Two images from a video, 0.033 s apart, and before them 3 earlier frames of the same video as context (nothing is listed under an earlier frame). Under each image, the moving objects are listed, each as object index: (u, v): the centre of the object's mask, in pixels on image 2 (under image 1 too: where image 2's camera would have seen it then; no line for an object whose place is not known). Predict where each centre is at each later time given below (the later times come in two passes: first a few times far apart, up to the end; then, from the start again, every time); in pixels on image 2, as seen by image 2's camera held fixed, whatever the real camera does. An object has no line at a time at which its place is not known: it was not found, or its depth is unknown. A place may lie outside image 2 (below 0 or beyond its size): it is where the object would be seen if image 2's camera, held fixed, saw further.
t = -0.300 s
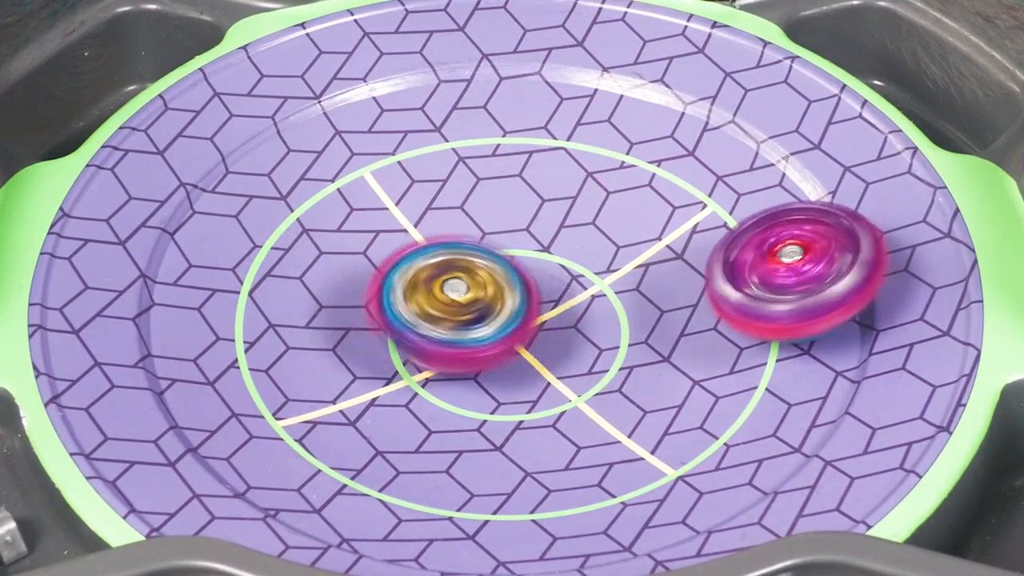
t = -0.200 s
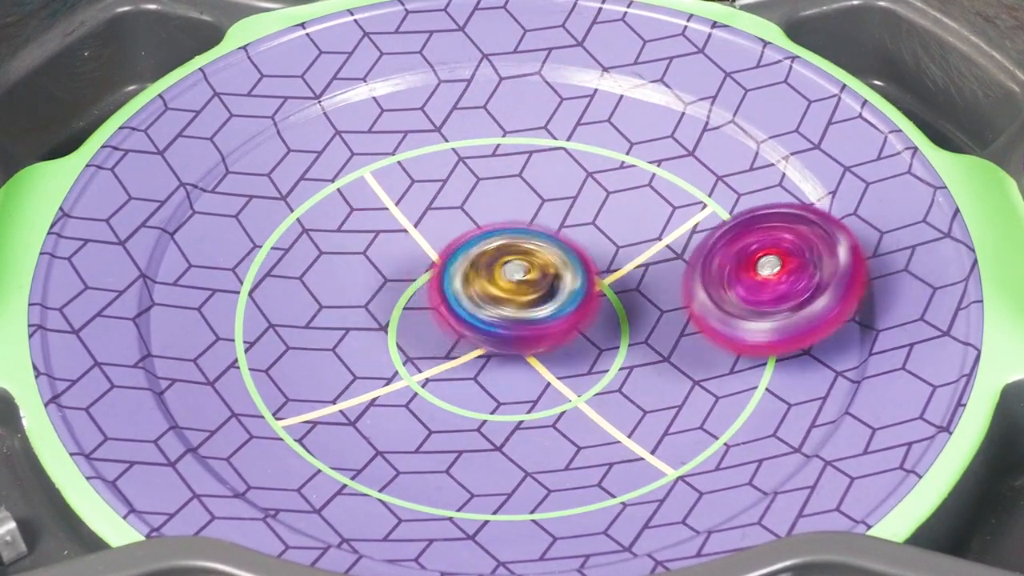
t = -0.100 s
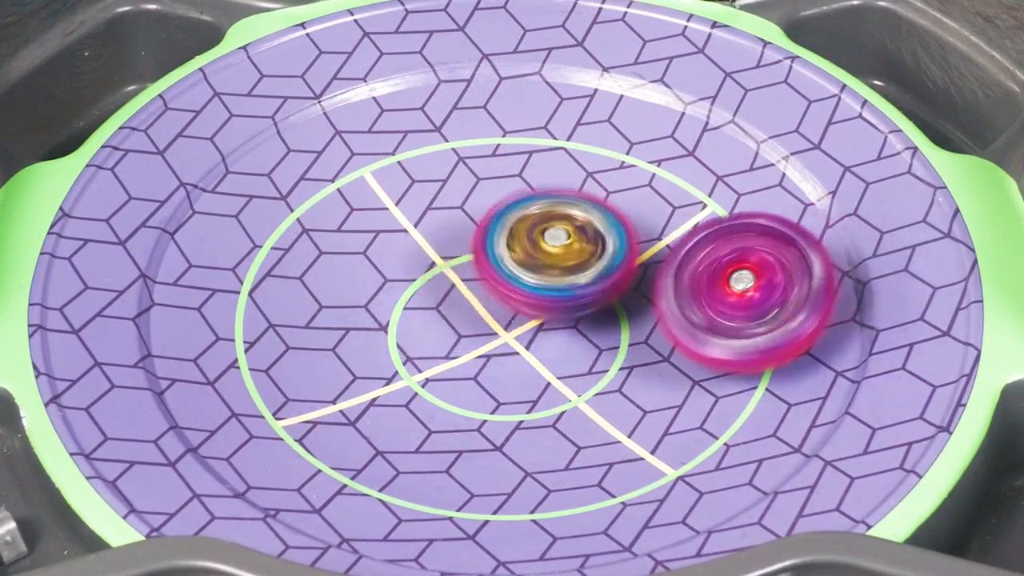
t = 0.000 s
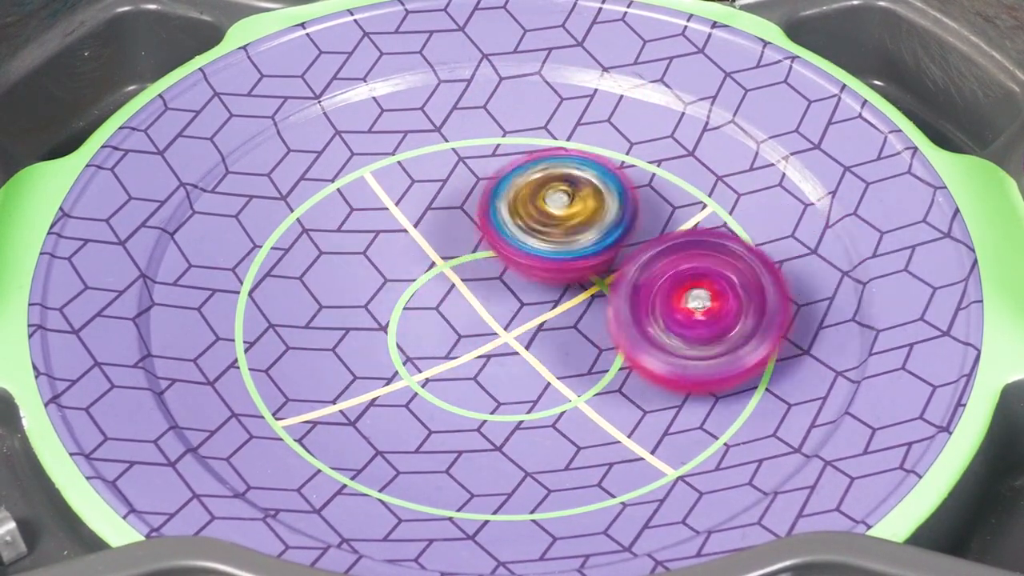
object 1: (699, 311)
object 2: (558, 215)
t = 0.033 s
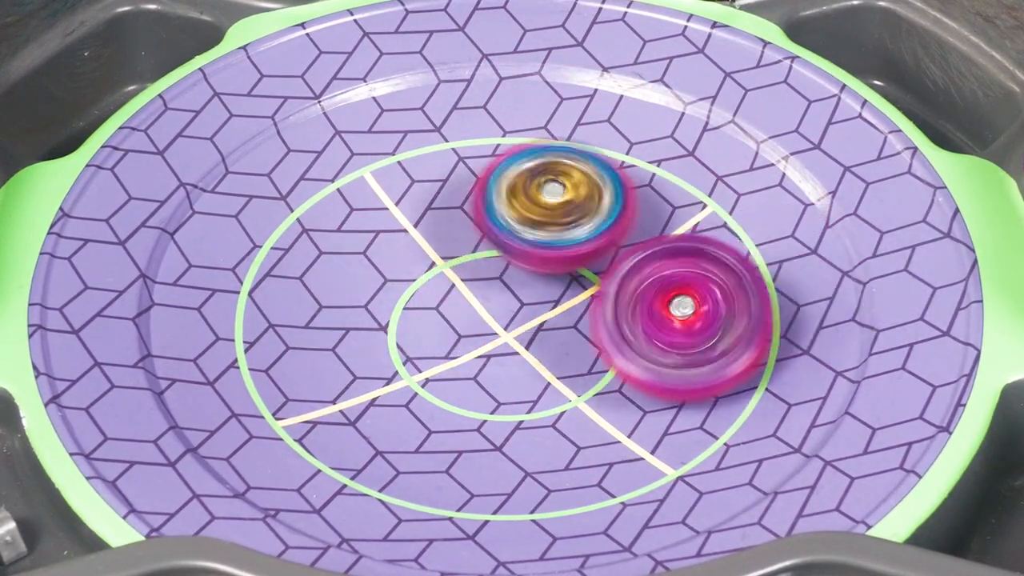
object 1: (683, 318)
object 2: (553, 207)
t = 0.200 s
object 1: (611, 344)
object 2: (494, 202)
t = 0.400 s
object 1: (555, 393)
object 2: (471, 261)
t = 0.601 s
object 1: (539, 446)
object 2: (478, 251)
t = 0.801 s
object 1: (532, 419)
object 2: (500, 252)
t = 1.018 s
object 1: (555, 387)
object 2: (534, 251)
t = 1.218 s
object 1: (534, 431)
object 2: (519, 153)
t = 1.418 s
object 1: (468, 404)
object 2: (464, 174)
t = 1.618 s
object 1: (404, 375)
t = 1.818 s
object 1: (346, 382)
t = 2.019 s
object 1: (369, 366)
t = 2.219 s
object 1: (414, 354)
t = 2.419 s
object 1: (381, 356)
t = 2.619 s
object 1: (375, 340)
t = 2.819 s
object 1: (367, 327)
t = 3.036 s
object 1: (350, 366)
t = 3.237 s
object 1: (377, 356)
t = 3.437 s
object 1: (400, 327)
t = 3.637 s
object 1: (407, 237)
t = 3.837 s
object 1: (423, 173)
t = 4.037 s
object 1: (475, 158)
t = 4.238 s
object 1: (527, 168)
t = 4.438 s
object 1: (567, 219)
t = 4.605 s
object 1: (571, 278)
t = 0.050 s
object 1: (676, 320)
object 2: (549, 202)
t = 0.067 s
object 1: (668, 323)
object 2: (544, 199)
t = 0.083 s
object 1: (661, 326)
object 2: (537, 196)
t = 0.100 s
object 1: (654, 328)
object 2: (532, 194)
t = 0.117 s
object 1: (646, 331)
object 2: (526, 194)
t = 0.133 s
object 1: (639, 333)
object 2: (520, 194)
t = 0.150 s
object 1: (631, 336)
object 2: (513, 194)
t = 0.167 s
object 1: (624, 339)
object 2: (505, 196)
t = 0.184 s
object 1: (618, 341)
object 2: (499, 198)
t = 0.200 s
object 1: (611, 344)
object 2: (494, 202)
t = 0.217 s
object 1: (604, 347)
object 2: (489, 206)
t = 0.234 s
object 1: (598, 349)
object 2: (485, 210)
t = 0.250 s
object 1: (592, 352)
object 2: (480, 216)
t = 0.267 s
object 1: (586, 354)
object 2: (476, 221)
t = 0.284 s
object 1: (580, 357)
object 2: (473, 228)
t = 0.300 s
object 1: (575, 360)
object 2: (471, 234)
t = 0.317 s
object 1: (569, 362)
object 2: (470, 240)
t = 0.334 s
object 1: (564, 366)
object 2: (469, 247)
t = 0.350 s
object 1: (559, 368)
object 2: (468, 253)
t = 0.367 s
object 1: (553, 370)
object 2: (470, 258)
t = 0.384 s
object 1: (553, 382)
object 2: (470, 261)
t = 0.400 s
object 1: (555, 393)
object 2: (471, 261)
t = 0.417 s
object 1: (555, 407)
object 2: (471, 260)
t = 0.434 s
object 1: (555, 416)
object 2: (471, 258)
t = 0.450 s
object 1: (553, 422)
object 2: (473, 257)
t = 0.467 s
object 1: (553, 429)
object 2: (473, 256)
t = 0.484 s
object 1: (552, 434)
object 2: (473, 255)
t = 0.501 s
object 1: (549, 439)
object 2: (473, 254)
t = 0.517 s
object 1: (548, 442)
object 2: (474, 254)
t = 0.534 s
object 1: (547, 444)
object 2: (474, 252)
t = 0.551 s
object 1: (544, 446)
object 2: (476, 252)
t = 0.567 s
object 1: (543, 446)
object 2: (477, 252)
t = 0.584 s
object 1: (540, 446)
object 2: (477, 252)
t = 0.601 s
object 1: (539, 446)
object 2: (478, 251)
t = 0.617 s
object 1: (538, 445)
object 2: (480, 251)
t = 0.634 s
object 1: (535, 444)
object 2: (480, 250)
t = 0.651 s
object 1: (536, 444)
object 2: (482, 250)
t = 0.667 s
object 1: (533, 441)
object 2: (483, 250)
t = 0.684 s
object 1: (532, 440)
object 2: (485, 251)
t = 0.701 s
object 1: (532, 437)
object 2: (486, 250)
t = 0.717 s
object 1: (531, 434)
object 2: (488, 251)
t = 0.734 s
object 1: (530, 432)
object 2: (490, 250)
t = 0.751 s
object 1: (530, 429)
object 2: (492, 251)
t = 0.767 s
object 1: (530, 426)
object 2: (494, 251)
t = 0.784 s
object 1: (531, 423)
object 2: (497, 252)
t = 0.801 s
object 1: (532, 419)
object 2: (500, 252)
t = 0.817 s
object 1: (533, 416)
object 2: (502, 253)
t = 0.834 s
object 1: (536, 412)
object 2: (505, 253)
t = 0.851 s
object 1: (537, 409)
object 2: (508, 254)
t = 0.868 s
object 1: (539, 406)
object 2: (509, 253)
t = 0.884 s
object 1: (542, 402)
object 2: (513, 254)
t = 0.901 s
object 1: (544, 399)
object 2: (515, 255)
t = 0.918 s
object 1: (546, 396)
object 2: (518, 255)
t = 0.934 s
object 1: (548, 393)
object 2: (521, 255)
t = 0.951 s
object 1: (550, 389)
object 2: (524, 256)
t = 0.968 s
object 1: (551, 387)
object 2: (526, 256)
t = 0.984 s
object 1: (552, 383)
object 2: (530, 256)
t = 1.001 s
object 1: (553, 379)
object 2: (533, 256)
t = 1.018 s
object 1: (555, 387)
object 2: (534, 251)
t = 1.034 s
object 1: (555, 396)
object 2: (540, 238)
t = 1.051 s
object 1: (554, 411)
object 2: (540, 224)
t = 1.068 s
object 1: (555, 422)
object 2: (543, 213)
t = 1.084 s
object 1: (553, 428)
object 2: (542, 204)
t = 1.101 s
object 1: (552, 434)
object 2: (541, 196)
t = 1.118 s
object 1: (551, 437)
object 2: (539, 189)
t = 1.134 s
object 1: (549, 437)
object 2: (536, 182)
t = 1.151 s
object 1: (547, 437)
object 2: (536, 175)
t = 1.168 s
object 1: (544, 436)
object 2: (531, 169)
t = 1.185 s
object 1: (541, 434)
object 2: (529, 164)
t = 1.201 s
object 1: (538, 432)
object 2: (524, 157)
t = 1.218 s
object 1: (534, 431)
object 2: (519, 153)
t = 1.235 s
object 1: (530, 428)
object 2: (515, 150)
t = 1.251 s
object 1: (525, 426)
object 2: (508, 146)
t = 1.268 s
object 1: (520, 425)
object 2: (505, 146)
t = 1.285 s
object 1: (515, 422)
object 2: (499, 145)
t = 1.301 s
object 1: (509, 421)
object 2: (494, 145)
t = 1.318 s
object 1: (503, 418)
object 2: (489, 146)
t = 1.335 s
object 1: (497, 415)
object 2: (483, 149)
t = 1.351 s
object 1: (491, 413)
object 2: (477, 153)
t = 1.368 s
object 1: (484, 411)
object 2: (472, 157)
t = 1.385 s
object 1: (479, 408)
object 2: (469, 162)
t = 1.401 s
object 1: (473, 405)
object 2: (466, 168)
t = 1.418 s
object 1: (468, 404)
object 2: (464, 174)
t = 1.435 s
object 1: (461, 400)
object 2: (462, 181)
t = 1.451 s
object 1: (456, 398)
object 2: (462, 189)
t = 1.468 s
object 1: (451, 397)
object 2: (462, 197)
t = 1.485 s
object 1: (446, 393)
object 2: (461, 207)
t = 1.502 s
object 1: (441, 391)
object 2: (464, 214)
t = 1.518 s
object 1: (436, 390)
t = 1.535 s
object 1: (431, 386)
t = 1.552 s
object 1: (425, 384)
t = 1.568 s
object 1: (420, 383)
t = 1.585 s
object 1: (415, 379)
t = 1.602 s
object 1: (409, 377)
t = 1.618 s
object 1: (404, 375)
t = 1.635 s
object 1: (399, 372)
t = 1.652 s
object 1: (391, 374)
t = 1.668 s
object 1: (379, 380)
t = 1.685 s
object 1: (367, 383)
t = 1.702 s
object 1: (359, 385)
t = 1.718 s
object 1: (354, 387)
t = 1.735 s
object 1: (352, 388)
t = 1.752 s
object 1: (351, 386)
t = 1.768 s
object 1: (349, 385)
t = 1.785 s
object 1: (348, 384)
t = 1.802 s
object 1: (347, 382)
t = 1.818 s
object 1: (346, 382)
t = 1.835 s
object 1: (348, 379)
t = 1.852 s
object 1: (347, 377)
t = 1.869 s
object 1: (348, 376)
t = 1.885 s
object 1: (350, 375)
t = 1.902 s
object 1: (351, 374)
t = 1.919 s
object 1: (352, 372)
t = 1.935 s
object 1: (355, 372)
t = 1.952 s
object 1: (358, 369)
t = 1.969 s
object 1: (360, 369)
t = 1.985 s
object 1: (364, 368)
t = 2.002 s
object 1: (367, 367)
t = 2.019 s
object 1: (369, 366)
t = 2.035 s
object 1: (373, 366)
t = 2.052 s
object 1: (377, 365)
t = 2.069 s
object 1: (380, 364)
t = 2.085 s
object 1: (383, 364)
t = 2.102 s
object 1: (387, 363)
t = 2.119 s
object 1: (391, 362)
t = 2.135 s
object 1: (395, 362)
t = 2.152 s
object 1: (399, 360)
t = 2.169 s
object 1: (403, 359)
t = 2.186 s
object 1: (406, 358)
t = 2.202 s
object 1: (411, 356)
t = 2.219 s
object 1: (414, 354)
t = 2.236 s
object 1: (411, 357)
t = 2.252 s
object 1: (404, 358)
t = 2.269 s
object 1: (395, 361)
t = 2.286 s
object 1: (386, 368)
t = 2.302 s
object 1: (382, 368)
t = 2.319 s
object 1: (379, 369)
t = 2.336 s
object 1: (377, 369)
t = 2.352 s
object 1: (378, 368)
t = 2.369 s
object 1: (380, 364)
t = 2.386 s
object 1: (381, 361)
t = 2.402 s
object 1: (380, 358)
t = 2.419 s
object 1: (381, 356)
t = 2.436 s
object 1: (380, 352)
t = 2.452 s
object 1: (380, 352)
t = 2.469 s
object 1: (378, 352)
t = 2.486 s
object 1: (378, 351)
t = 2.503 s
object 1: (378, 350)
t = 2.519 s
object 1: (377, 349)
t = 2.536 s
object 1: (376, 350)
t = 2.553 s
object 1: (376, 349)
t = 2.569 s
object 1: (377, 348)
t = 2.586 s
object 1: (376, 345)
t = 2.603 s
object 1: (377, 343)
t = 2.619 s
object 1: (375, 340)
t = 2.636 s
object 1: (374, 339)
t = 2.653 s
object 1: (371, 338)
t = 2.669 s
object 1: (371, 337)
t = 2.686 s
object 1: (370, 336)
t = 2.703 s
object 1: (370, 335)
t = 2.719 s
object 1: (369, 334)
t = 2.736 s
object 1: (370, 332)
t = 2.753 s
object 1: (369, 331)
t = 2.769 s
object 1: (368, 329)
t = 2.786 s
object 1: (368, 329)
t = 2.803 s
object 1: (367, 328)
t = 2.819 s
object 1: (367, 327)
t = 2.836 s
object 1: (366, 326)
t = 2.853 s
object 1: (366, 325)
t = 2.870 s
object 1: (367, 324)
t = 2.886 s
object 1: (367, 323)
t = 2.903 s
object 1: (366, 322)
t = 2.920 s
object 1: (367, 321)
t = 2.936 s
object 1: (367, 320)
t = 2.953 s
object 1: (363, 324)
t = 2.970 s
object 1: (356, 336)
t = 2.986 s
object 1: (352, 345)
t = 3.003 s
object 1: (349, 354)
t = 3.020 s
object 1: (349, 361)
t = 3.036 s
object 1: (350, 366)
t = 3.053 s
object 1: (354, 370)
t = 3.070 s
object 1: (357, 370)
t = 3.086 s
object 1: (360, 372)
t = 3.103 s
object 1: (362, 371)
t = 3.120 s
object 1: (364, 370)
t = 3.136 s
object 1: (368, 365)
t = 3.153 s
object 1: (369, 363)
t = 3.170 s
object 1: (371, 362)
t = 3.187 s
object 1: (372, 361)
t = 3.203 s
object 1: (375, 359)
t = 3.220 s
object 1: (376, 358)
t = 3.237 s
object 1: (377, 356)
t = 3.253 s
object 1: (377, 356)
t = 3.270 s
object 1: (377, 355)
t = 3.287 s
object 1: (377, 354)
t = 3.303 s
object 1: (376, 353)
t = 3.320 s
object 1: (375, 353)
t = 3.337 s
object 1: (375, 351)
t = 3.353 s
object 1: (379, 349)
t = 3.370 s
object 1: (381, 347)
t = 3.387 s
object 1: (384, 343)
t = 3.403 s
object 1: (387, 340)
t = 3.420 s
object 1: (392, 335)
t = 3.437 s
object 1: (400, 327)
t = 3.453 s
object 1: (406, 321)
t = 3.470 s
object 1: (415, 314)
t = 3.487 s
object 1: (424, 305)
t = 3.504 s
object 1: (432, 298)
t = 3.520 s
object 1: (442, 287)
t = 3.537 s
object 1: (442, 275)
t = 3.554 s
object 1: (432, 269)
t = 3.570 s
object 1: (425, 265)
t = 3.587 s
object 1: (418, 257)
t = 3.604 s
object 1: (412, 250)
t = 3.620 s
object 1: (409, 244)
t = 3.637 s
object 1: (407, 237)
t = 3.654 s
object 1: (404, 230)
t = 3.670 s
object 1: (403, 224)
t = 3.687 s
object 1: (403, 217)
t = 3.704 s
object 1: (403, 210)
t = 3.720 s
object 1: (403, 204)
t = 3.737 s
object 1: (404, 199)
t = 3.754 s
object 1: (407, 193)
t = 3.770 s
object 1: (410, 187)
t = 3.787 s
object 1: (413, 184)
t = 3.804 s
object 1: (416, 180)
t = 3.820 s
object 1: (419, 176)
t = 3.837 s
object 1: (423, 173)
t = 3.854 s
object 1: (427, 170)
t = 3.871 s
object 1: (431, 167)
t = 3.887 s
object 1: (436, 164)
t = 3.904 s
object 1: (440, 163)
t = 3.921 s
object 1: (445, 161)
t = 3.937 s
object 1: (449, 160)
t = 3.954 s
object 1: (453, 159)
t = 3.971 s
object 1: (458, 158)
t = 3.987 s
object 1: (462, 158)
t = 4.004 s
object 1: (467, 158)
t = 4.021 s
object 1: (471, 158)
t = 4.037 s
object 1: (475, 158)
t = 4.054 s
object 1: (479, 158)
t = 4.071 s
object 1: (483, 159)
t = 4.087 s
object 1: (487, 159)
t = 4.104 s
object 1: (491, 160)
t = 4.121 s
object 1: (495, 160)
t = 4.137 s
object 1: (500, 160)
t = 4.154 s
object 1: (504, 160)
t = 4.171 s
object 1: (508, 161)
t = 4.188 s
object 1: (513, 163)
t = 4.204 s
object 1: (518, 164)
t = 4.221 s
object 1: (522, 165)
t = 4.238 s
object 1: (527, 168)
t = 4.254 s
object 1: (531, 171)
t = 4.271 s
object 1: (535, 174)
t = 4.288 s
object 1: (538, 178)
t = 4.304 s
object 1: (540, 184)
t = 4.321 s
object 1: (542, 187)
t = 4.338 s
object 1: (547, 190)
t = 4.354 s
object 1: (551, 196)
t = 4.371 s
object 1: (554, 201)
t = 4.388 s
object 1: (558, 205)
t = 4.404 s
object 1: (561, 210)
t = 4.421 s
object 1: (563, 214)
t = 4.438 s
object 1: (567, 219)
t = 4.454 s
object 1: (570, 223)
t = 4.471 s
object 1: (573, 227)
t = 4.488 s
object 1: (576, 232)
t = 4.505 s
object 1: (577, 237)
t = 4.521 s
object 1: (582, 243)
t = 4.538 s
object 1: (586, 252)
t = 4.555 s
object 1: (586, 259)
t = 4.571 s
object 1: (583, 266)
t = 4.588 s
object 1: (578, 273)
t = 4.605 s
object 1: (571, 278)
